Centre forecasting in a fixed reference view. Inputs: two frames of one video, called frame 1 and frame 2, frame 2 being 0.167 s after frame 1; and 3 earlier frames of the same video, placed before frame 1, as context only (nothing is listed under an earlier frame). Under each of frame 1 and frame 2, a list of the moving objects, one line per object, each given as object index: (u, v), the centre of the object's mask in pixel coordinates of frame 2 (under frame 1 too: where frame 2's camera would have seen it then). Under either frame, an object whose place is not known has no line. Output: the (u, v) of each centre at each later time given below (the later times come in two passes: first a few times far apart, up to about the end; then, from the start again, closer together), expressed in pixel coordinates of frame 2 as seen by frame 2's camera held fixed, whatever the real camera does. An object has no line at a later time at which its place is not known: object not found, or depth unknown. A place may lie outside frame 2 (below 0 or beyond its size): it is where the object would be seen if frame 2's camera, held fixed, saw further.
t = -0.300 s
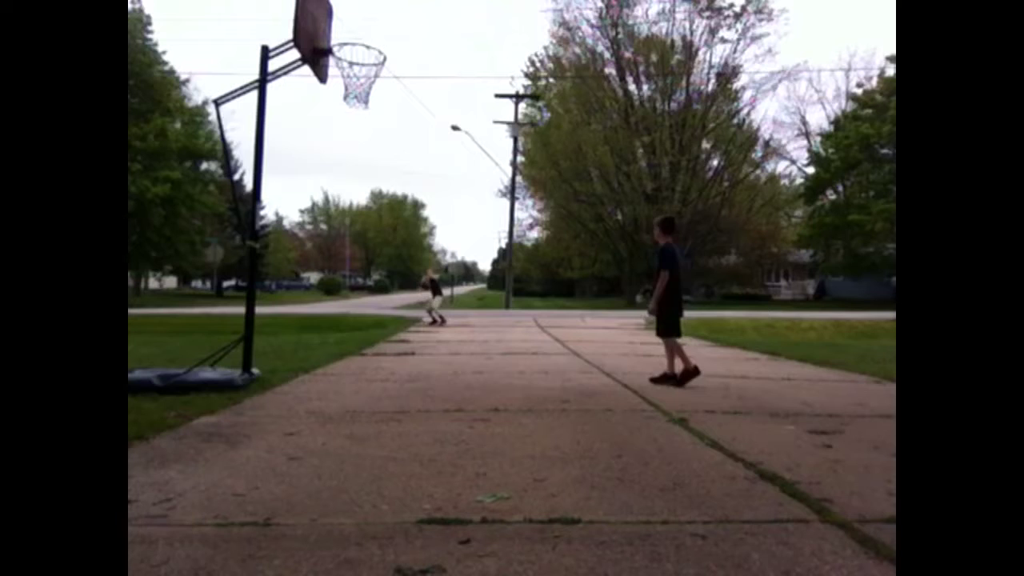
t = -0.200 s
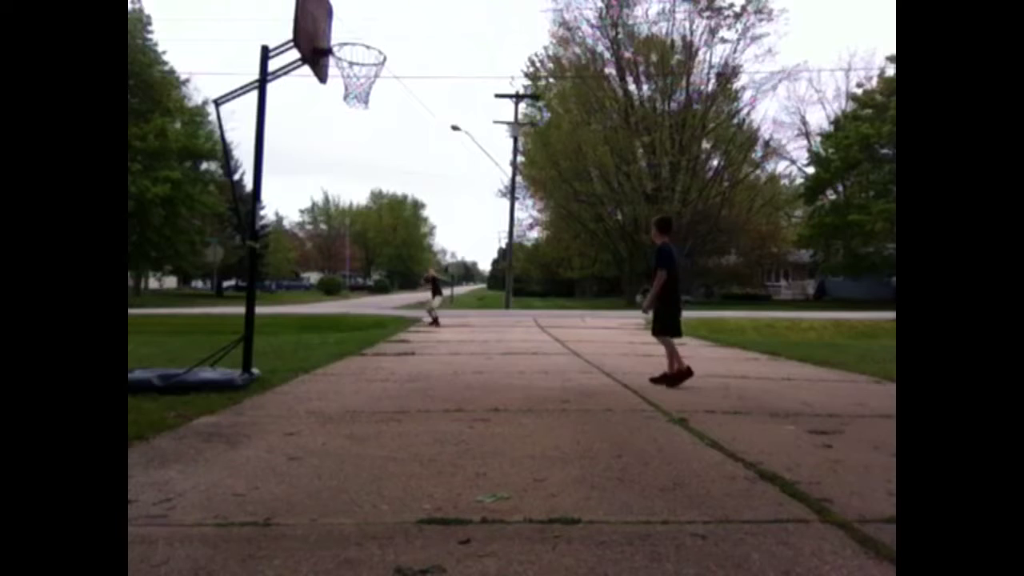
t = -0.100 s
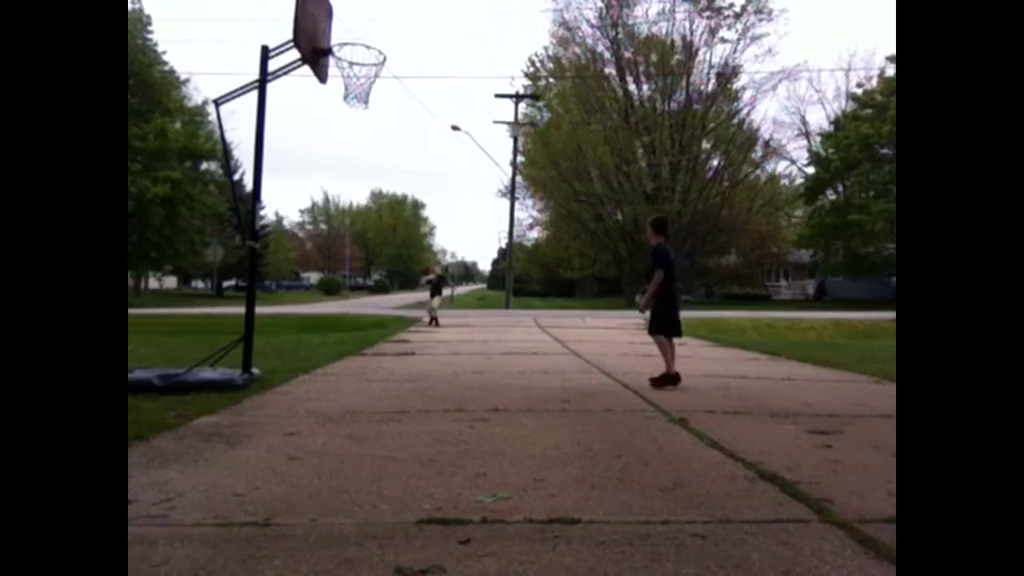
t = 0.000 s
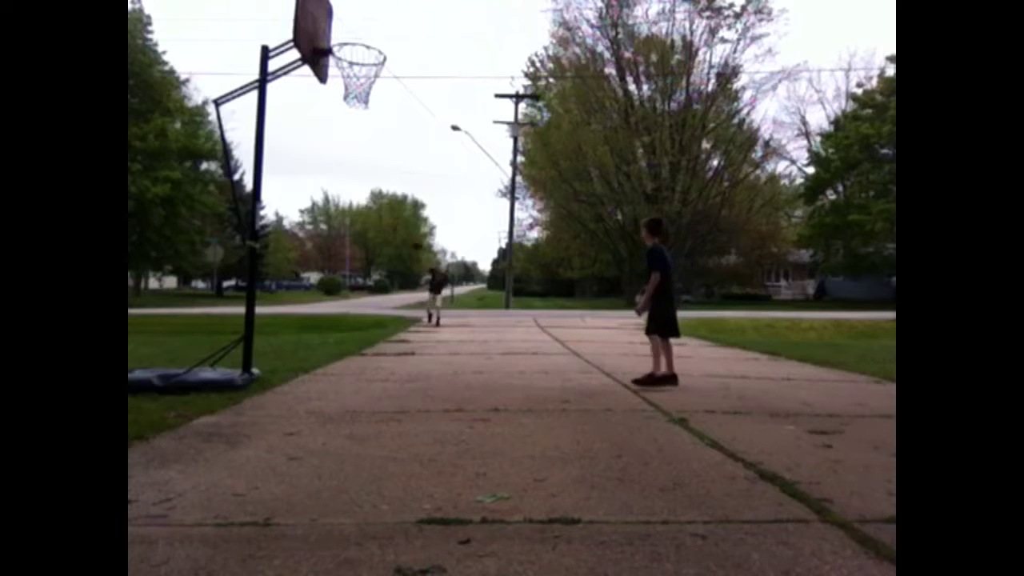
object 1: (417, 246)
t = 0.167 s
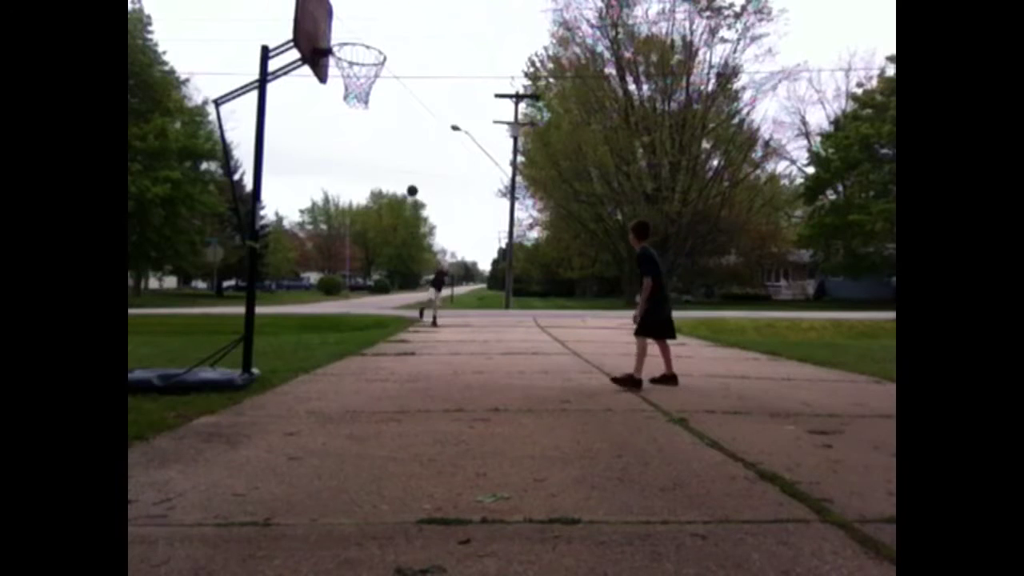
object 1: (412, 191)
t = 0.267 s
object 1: (409, 159)
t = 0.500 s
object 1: (400, 92)
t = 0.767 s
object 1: (389, 34)
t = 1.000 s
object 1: (379, 12)
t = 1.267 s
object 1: (364, 40)
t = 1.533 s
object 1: (354, 63)
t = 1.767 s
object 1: (359, 104)
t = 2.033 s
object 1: (364, 200)
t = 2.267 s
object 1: (367, 326)
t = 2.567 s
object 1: (370, 261)
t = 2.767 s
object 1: (373, 219)
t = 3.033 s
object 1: (376, 222)
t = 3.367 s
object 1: (378, 305)
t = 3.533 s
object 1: (378, 338)
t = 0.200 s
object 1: (411, 180)
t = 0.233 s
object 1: (410, 170)
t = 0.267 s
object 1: (409, 159)
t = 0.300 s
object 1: (408, 149)
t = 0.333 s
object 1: (406, 139)
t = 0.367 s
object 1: (405, 129)
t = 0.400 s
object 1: (404, 120)
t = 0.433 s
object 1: (403, 110)
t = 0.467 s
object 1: (402, 101)
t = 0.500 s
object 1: (400, 92)
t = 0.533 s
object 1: (399, 84)
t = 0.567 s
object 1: (398, 76)
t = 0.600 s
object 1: (396, 68)
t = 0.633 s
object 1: (395, 60)
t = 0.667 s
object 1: (393, 53)
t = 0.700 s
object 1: (392, 46)
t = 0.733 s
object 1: (391, 40)
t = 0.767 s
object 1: (389, 34)
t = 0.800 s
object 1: (388, 29)
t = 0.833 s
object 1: (386, 25)
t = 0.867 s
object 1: (385, 21)
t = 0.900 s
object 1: (384, 18)
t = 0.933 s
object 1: (382, 15)
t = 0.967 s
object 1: (380, 13)
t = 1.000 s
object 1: (379, 12)
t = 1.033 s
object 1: (377, 12)
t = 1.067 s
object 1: (375, 12)
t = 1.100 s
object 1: (374, 14)
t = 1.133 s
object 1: (372, 17)
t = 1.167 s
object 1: (370, 21)
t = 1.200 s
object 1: (368, 26)
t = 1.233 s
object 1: (366, 33)
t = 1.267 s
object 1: (364, 40)
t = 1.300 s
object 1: (362, 50)
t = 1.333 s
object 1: (360, 62)
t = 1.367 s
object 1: (357, 66)
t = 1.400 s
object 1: (354, 60)
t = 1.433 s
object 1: (354, 56)
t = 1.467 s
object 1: (355, 56)
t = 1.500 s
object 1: (354, 59)
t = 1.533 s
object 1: (354, 63)
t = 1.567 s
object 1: (354, 68)
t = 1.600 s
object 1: (354, 73)
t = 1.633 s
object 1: (355, 78)
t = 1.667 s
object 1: (356, 84)
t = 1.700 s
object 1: (357, 90)
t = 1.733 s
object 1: (358, 97)
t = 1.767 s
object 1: (359, 104)
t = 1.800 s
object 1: (359, 113)
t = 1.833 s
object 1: (360, 122)
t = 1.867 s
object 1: (360, 133)
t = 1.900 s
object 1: (361, 144)
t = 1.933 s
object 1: (362, 157)
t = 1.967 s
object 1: (362, 170)
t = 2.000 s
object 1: (363, 184)
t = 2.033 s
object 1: (364, 200)
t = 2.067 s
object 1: (364, 215)
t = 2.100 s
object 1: (365, 232)
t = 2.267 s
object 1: (367, 326)
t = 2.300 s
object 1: (368, 347)
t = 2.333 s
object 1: (368, 366)
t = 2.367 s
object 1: (368, 348)
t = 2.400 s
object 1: (369, 330)
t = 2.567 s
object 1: (370, 261)
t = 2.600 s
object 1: (371, 252)
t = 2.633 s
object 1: (372, 242)
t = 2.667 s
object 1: (372, 235)
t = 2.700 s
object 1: (372, 229)
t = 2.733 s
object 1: (373, 223)
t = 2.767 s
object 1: (373, 219)
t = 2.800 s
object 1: (374, 216)
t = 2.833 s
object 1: (374, 213)
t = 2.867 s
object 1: (374, 213)
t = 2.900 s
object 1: (374, 213)
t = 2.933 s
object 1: (374, 213)
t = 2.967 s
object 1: (375, 215)
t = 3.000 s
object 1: (375, 218)
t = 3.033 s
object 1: (376, 222)
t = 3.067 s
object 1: (375, 227)
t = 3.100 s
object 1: (376, 232)
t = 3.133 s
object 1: (376, 239)
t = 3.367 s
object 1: (378, 305)
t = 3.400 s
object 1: (378, 317)
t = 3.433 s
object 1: (378, 330)
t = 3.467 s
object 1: (378, 345)
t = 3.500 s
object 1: (378, 351)
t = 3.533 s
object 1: (378, 338)
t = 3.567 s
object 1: (379, 327)
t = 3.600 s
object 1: (380, 317)
